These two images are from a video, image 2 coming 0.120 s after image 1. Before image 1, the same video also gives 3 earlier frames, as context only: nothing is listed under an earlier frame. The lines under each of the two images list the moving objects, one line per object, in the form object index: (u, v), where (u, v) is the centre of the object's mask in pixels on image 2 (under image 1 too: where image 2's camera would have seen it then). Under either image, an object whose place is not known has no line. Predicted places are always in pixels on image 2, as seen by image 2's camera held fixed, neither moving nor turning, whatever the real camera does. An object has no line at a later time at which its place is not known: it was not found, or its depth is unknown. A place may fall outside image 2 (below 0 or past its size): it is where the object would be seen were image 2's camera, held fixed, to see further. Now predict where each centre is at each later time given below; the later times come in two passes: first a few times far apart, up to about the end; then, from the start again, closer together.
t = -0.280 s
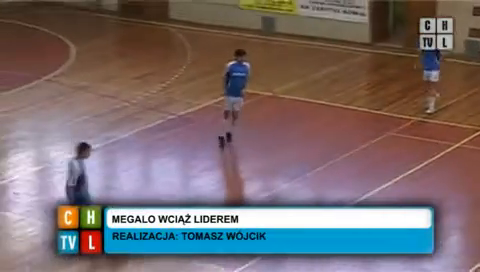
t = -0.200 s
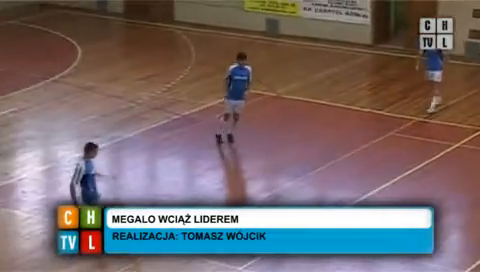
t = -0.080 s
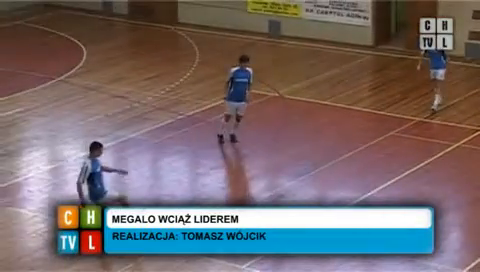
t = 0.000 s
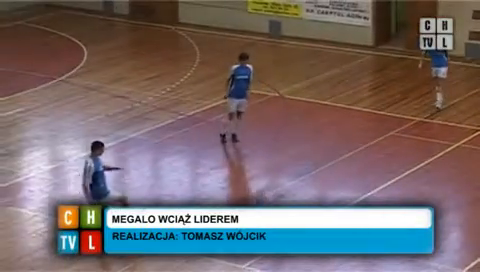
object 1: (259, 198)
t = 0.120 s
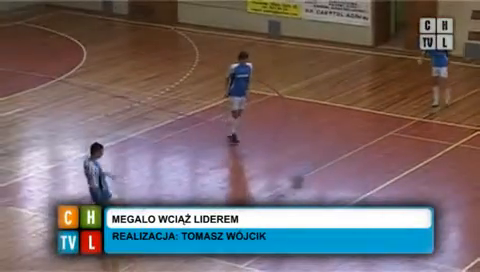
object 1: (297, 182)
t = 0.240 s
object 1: (332, 168)
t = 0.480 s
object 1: (389, 143)
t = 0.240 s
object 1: (332, 168)
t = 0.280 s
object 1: (342, 165)
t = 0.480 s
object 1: (389, 143)
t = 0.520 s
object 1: (396, 139)
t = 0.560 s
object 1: (404, 137)
